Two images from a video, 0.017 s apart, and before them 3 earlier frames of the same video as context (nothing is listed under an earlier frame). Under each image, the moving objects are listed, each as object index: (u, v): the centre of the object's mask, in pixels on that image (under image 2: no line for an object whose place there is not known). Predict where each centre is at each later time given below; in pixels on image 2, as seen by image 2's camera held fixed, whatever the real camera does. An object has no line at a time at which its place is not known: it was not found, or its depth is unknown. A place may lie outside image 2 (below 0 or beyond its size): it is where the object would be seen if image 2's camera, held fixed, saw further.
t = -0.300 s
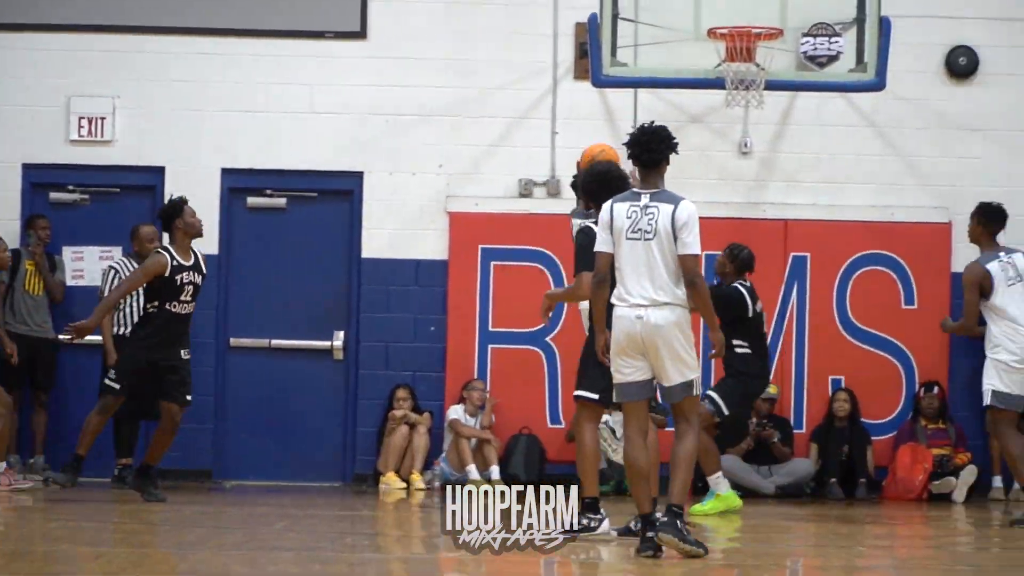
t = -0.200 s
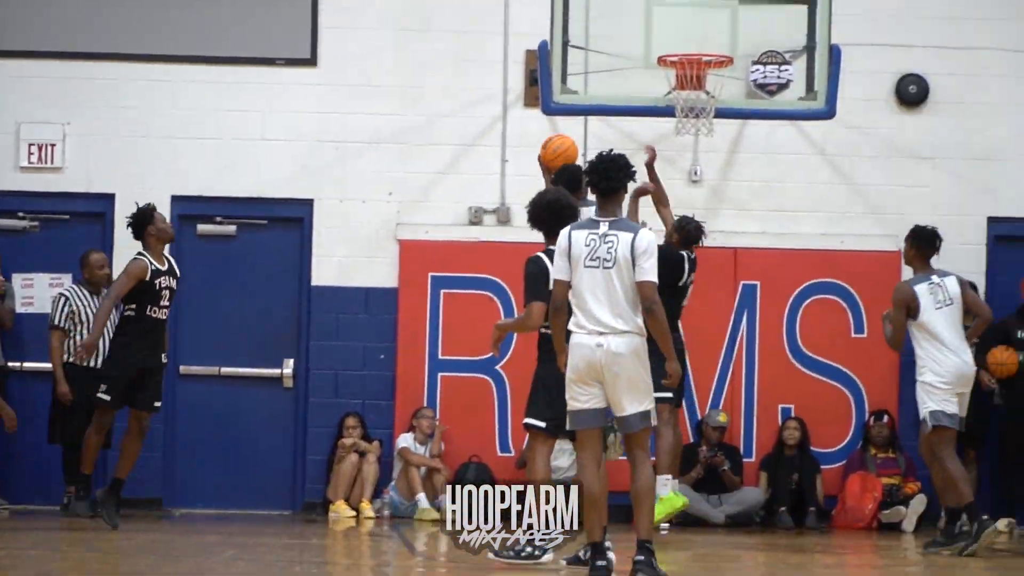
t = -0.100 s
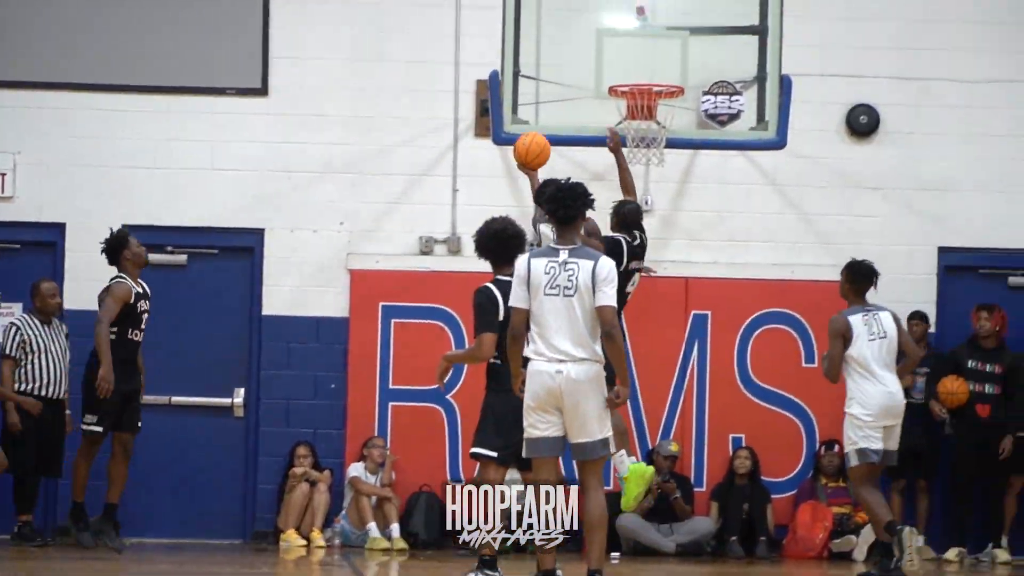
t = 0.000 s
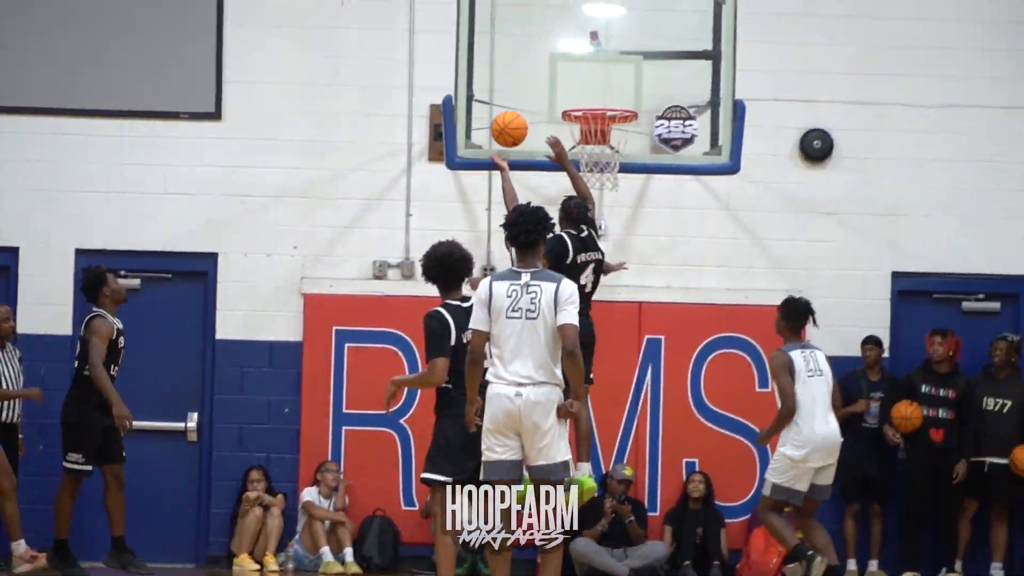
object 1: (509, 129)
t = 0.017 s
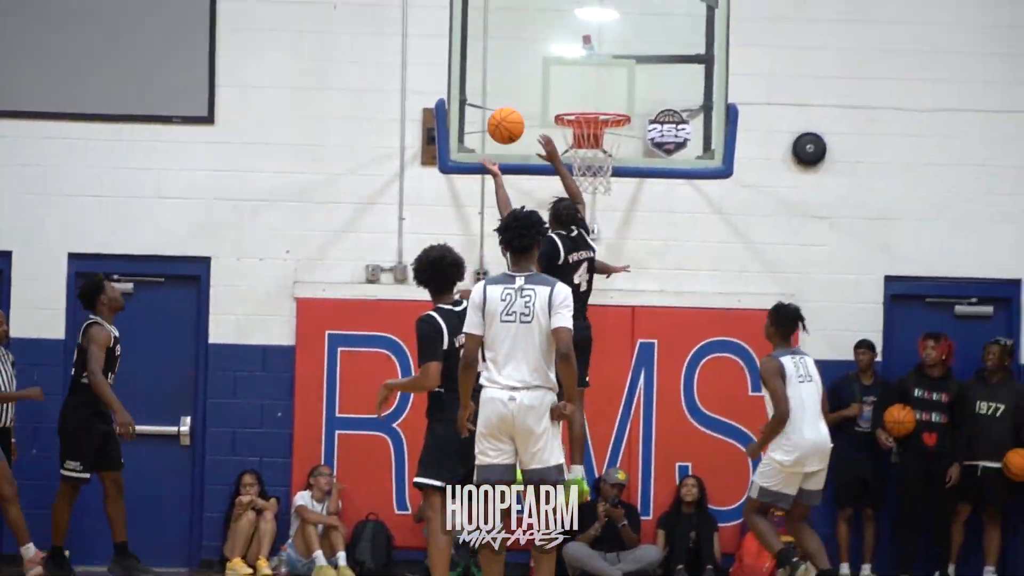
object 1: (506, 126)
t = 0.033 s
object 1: (510, 119)
